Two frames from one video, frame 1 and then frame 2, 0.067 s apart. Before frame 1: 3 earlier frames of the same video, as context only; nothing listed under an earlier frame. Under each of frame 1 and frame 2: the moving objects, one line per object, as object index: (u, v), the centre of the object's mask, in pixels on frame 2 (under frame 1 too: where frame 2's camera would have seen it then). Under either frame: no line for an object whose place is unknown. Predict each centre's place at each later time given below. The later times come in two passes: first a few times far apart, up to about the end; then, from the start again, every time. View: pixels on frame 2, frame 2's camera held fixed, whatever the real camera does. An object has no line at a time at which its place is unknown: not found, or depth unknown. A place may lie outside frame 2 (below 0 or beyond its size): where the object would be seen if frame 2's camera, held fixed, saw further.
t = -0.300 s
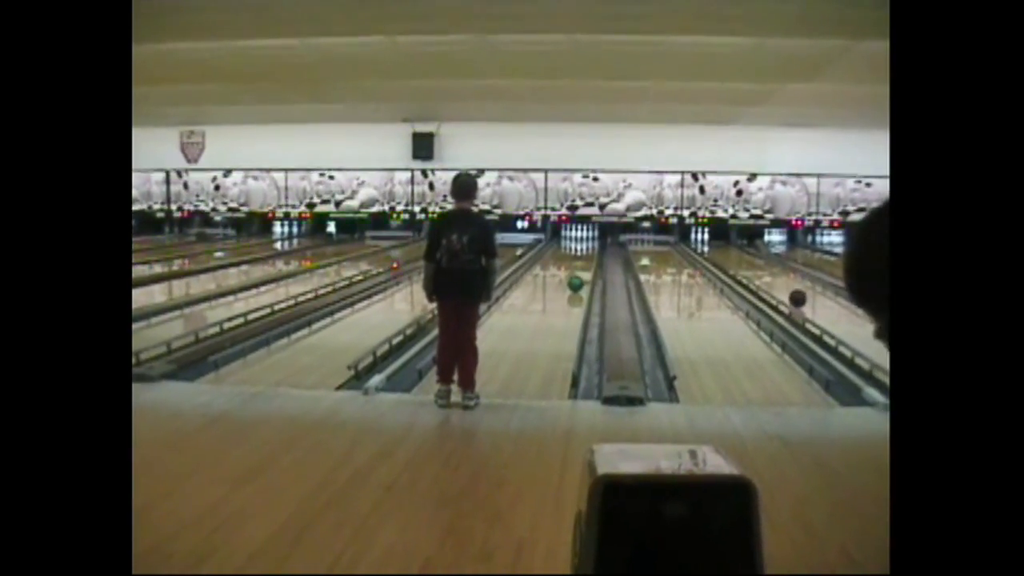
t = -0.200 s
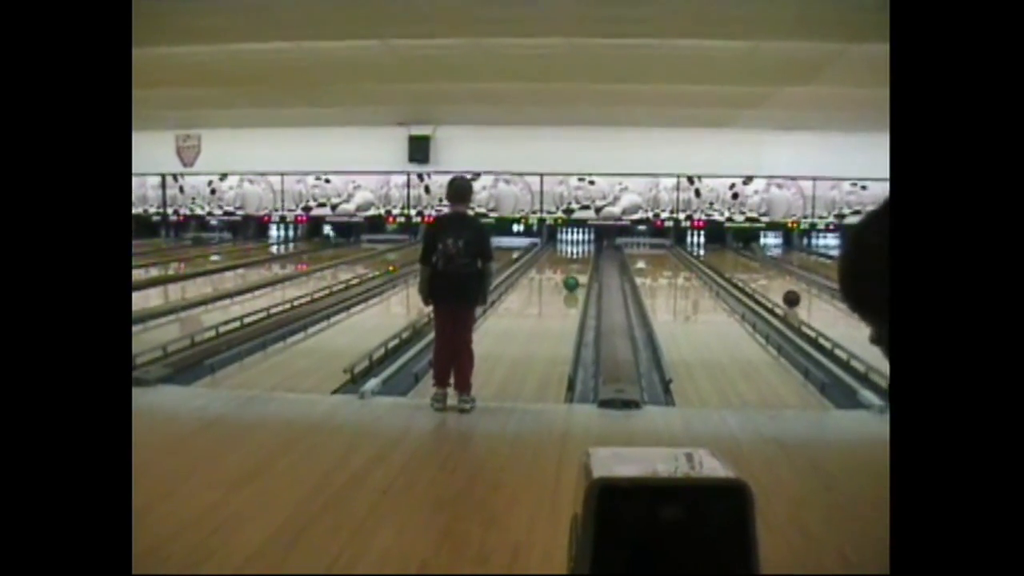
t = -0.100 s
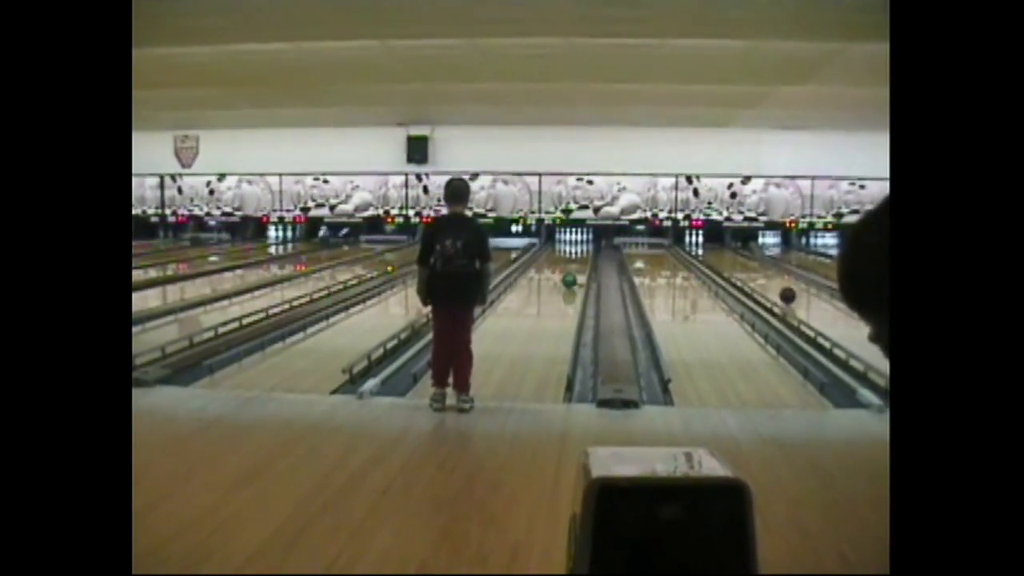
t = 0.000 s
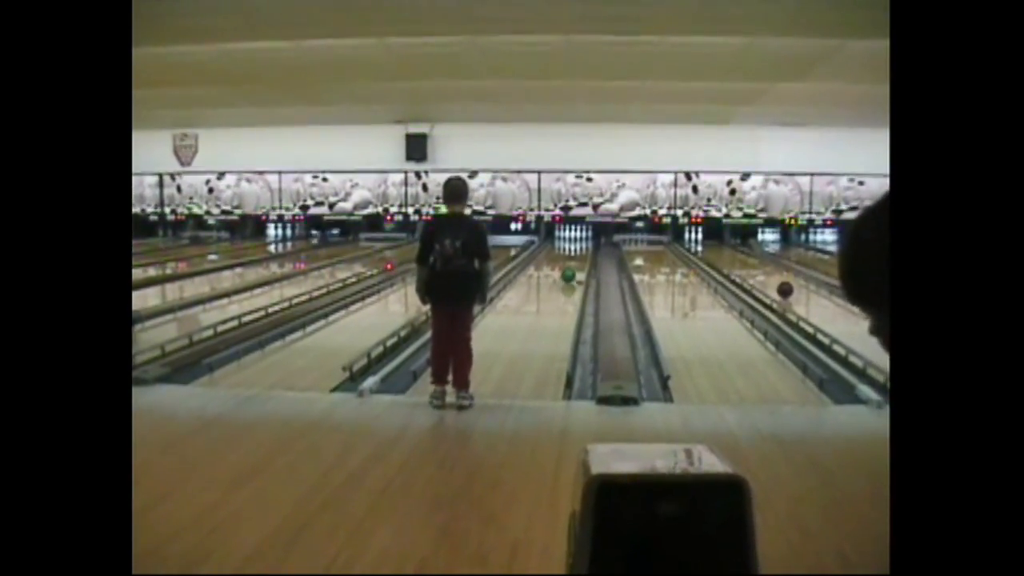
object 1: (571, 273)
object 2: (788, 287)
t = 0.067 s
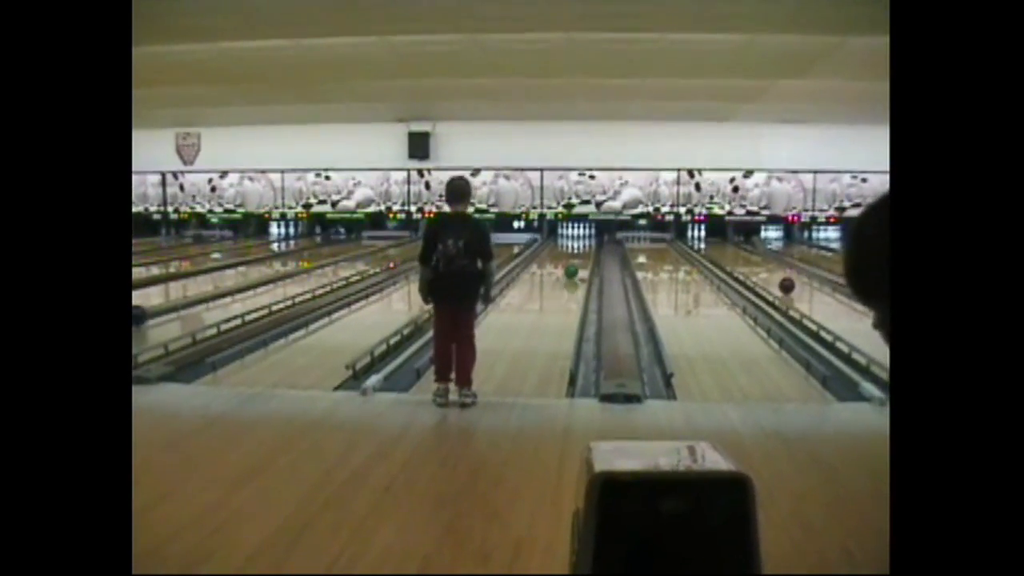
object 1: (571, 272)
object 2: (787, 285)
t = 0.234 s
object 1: (571, 268)
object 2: (784, 281)
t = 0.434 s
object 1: (570, 264)
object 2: (780, 277)
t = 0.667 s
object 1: (569, 260)
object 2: (775, 274)
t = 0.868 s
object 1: (569, 256)
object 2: (772, 271)
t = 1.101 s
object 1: (569, 253)
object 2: (768, 268)
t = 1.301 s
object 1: (568, 250)
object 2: (764, 265)
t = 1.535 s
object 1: (567, 247)
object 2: (759, 263)
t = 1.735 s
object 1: (567, 246)
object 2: (755, 261)
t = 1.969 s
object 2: (750, 259)
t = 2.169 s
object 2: (747, 257)
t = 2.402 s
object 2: (741, 254)
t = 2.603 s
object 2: (736, 253)
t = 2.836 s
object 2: (732, 251)
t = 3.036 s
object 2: (728, 250)
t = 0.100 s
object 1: (571, 271)
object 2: (786, 284)
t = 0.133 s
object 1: (571, 270)
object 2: (785, 283)
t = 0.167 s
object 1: (571, 270)
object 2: (785, 283)
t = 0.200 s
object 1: (571, 269)
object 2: (784, 282)
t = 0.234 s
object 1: (571, 268)
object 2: (784, 281)
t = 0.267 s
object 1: (570, 267)
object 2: (783, 280)
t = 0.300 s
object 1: (570, 266)
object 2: (782, 280)
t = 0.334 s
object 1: (570, 266)
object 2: (782, 279)
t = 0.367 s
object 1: (570, 266)
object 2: (781, 279)
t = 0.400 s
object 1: (570, 265)
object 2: (781, 278)
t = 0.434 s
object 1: (570, 264)
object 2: (780, 277)
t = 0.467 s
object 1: (570, 264)
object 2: (779, 277)
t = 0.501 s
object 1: (570, 263)
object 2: (779, 277)
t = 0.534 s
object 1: (569, 262)
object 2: (778, 276)
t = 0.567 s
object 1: (570, 261)
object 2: (777, 275)
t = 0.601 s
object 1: (570, 260)
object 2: (777, 274)
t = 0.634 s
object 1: (569, 260)
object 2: (776, 274)
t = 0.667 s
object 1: (569, 260)
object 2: (775, 274)
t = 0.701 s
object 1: (569, 259)
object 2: (775, 273)
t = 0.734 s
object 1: (569, 259)
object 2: (774, 273)
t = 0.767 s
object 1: (569, 258)
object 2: (774, 272)
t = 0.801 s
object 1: (569, 258)
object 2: (773, 272)
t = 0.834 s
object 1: (569, 256)
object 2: (773, 271)
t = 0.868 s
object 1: (569, 256)
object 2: (772, 271)
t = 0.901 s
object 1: (568, 256)
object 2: (772, 271)
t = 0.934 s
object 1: (569, 255)
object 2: (771, 270)
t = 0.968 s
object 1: (568, 255)
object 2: (770, 270)
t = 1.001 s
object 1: (568, 255)
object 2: (770, 269)
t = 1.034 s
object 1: (568, 254)
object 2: (769, 269)
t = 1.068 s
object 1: (568, 254)
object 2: (769, 268)
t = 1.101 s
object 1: (569, 253)
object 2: (768, 268)
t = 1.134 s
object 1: (568, 253)
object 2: (767, 268)
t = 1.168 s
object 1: (569, 252)
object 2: (767, 267)
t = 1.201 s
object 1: (569, 252)
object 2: (766, 267)
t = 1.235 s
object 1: (568, 251)
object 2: (766, 266)
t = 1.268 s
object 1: (568, 251)
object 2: (765, 266)
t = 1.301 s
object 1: (568, 250)
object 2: (764, 265)
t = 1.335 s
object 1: (568, 250)
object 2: (764, 265)
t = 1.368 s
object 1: (568, 250)
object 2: (763, 265)
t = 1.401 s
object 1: (568, 250)
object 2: (762, 265)
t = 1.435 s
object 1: (568, 249)
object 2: (761, 264)
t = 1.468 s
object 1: (568, 249)
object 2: (761, 264)
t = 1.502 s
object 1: (567, 249)
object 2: (760, 263)
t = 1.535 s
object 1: (567, 247)
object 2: (759, 263)
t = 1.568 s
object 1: (567, 247)
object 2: (758, 262)
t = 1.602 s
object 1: (567, 246)
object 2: (758, 262)
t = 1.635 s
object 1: (567, 246)
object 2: (758, 262)
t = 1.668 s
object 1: (567, 246)
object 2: (757, 262)
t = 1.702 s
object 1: (567, 246)
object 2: (756, 262)
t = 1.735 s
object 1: (567, 246)
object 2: (755, 261)
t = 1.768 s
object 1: (566, 245)
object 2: (755, 261)
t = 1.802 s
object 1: (566, 245)
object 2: (754, 261)
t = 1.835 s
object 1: (566, 245)
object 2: (753, 260)
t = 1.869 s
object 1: (566, 244)
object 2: (752, 260)
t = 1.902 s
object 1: (567, 245)
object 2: (752, 260)
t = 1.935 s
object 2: (752, 260)
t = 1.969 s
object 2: (750, 259)
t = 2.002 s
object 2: (750, 259)
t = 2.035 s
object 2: (749, 258)
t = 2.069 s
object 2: (749, 258)
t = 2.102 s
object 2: (748, 258)
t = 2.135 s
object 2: (747, 257)
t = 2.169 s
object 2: (747, 257)
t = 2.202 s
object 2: (746, 256)
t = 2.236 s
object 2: (745, 256)
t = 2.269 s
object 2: (745, 256)
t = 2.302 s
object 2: (743, 256)
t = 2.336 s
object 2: (743, 254)
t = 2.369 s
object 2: (742, 254)
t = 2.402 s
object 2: (741, 254)
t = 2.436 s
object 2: (740, 254)
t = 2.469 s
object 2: (740, 254)
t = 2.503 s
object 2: (739, 253)
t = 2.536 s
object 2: (738, 253)
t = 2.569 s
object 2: (737, 254)
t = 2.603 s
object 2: (736, 253)
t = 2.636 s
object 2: (735, 253)
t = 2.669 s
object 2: (735, 252)
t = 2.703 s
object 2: (734, 251)
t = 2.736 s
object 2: (733, 251)
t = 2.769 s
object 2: (733, 252)
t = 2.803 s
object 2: (732, 251)
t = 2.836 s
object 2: (732, 251)
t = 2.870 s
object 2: (731, 251)
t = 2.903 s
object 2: (730, 250)
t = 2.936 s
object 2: (730, 250)
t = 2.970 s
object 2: (729, 250)
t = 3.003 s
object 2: (728, 249)
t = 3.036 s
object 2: (728, 250)
